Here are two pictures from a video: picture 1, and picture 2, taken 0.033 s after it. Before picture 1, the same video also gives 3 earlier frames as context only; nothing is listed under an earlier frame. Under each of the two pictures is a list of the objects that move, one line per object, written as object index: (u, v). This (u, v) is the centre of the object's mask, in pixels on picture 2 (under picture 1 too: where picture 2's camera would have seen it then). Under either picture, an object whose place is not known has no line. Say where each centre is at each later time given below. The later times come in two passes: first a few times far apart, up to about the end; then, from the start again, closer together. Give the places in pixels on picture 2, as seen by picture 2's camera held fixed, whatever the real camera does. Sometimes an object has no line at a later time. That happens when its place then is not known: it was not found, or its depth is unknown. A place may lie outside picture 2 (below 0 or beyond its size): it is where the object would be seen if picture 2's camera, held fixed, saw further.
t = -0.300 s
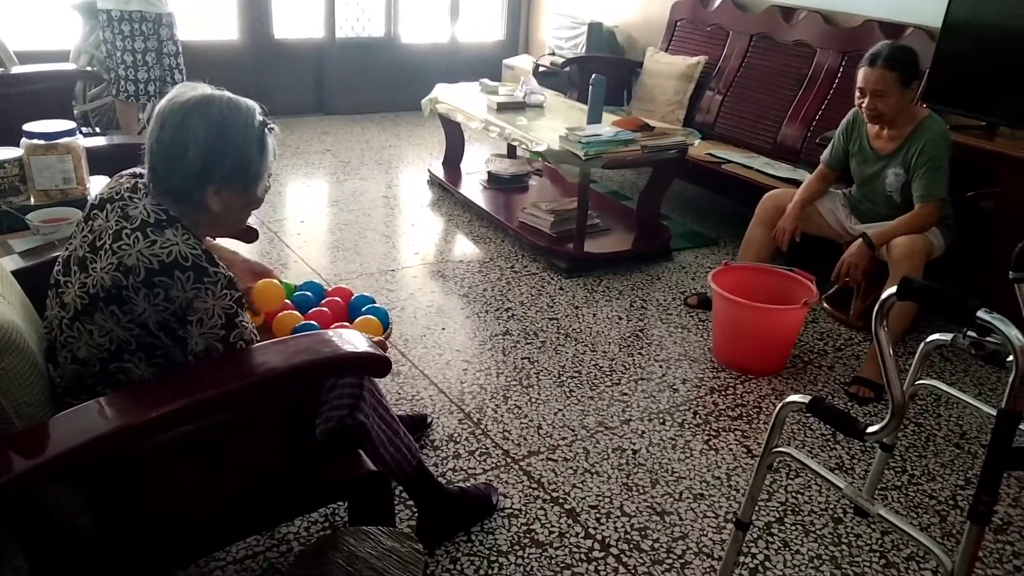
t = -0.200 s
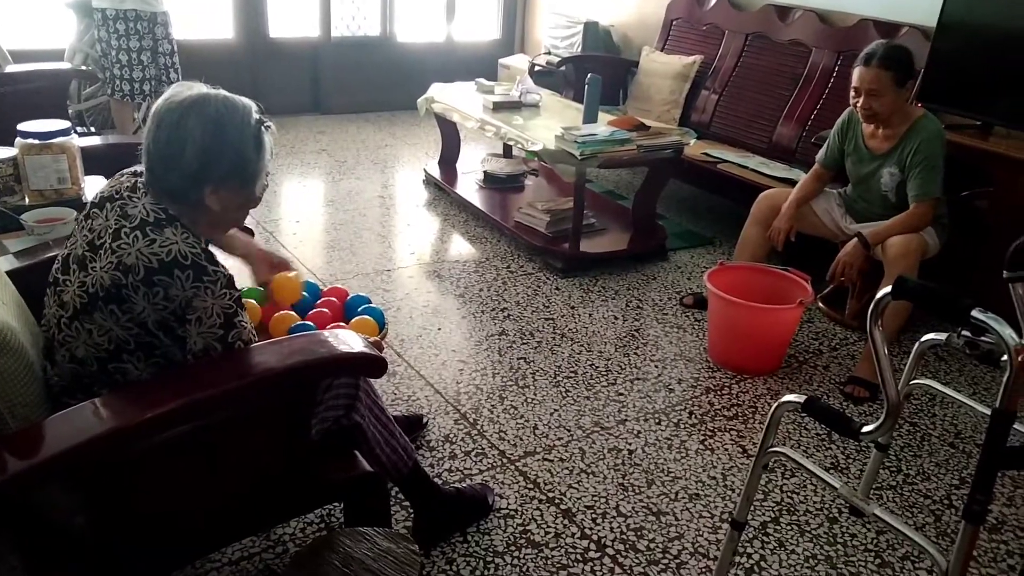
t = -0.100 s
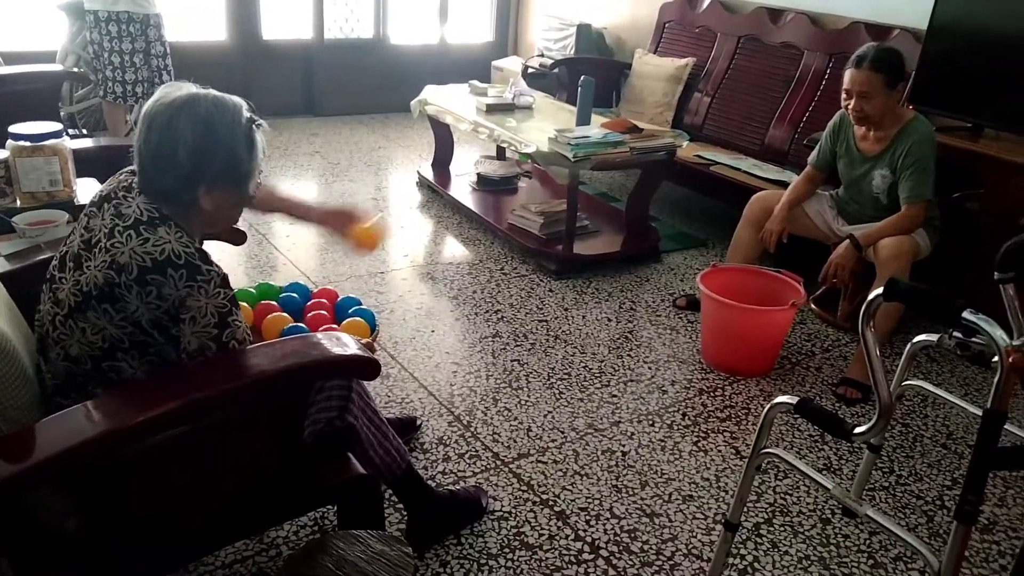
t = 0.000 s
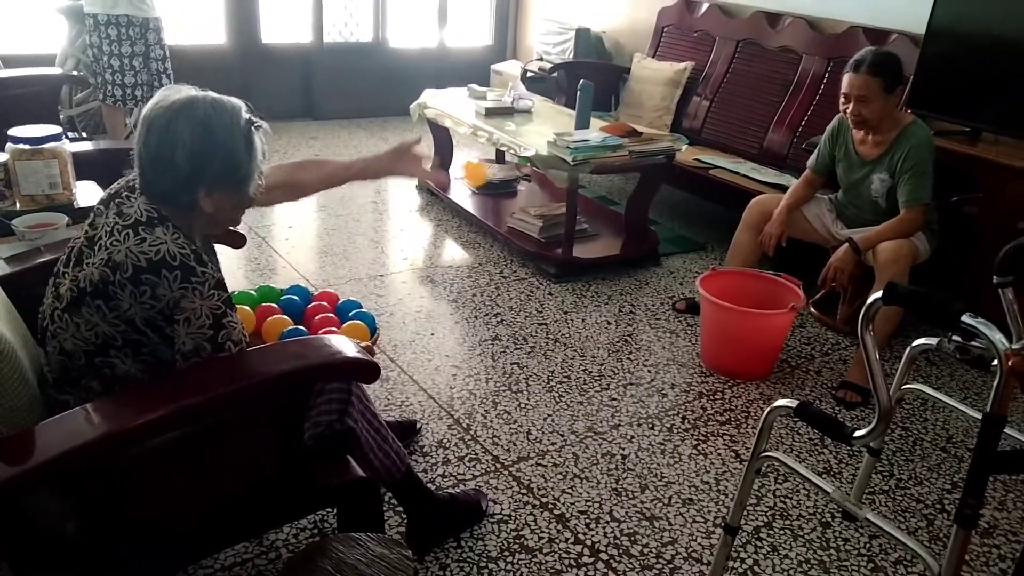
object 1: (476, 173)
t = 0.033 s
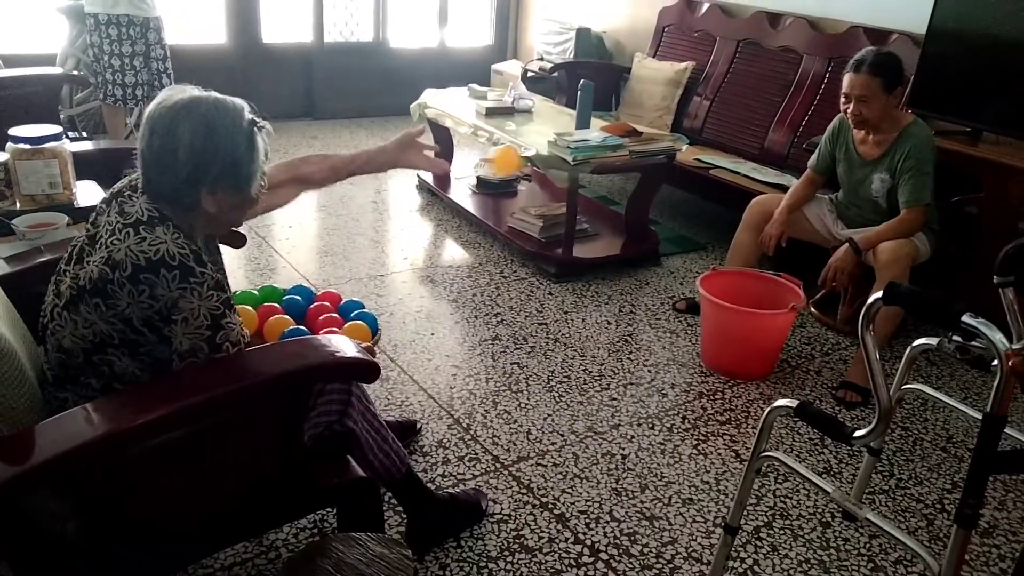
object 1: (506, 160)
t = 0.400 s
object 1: (737, 309)
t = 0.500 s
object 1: (739, 367)
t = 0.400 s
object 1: (737, 309)
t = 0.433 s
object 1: (738, 324)
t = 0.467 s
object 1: (740, 343)
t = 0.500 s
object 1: (739, 367)
